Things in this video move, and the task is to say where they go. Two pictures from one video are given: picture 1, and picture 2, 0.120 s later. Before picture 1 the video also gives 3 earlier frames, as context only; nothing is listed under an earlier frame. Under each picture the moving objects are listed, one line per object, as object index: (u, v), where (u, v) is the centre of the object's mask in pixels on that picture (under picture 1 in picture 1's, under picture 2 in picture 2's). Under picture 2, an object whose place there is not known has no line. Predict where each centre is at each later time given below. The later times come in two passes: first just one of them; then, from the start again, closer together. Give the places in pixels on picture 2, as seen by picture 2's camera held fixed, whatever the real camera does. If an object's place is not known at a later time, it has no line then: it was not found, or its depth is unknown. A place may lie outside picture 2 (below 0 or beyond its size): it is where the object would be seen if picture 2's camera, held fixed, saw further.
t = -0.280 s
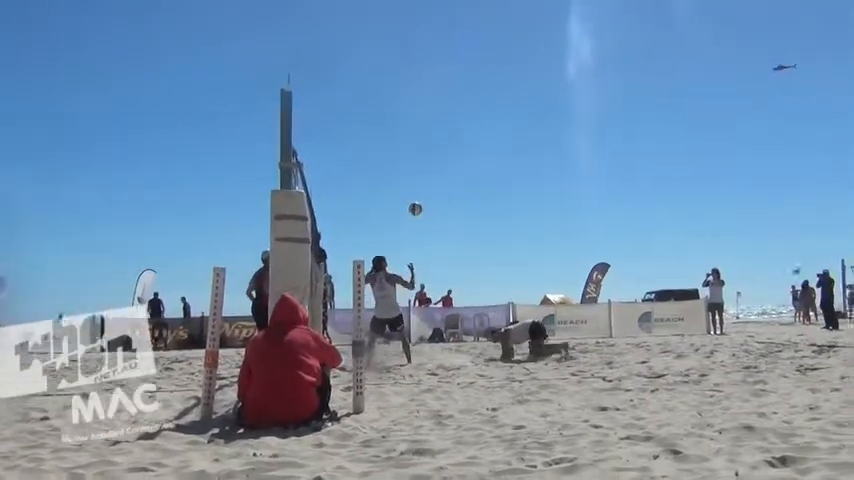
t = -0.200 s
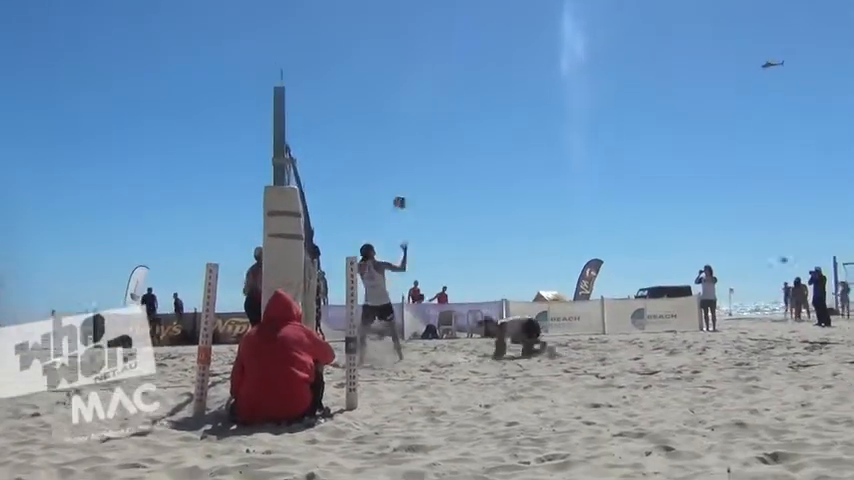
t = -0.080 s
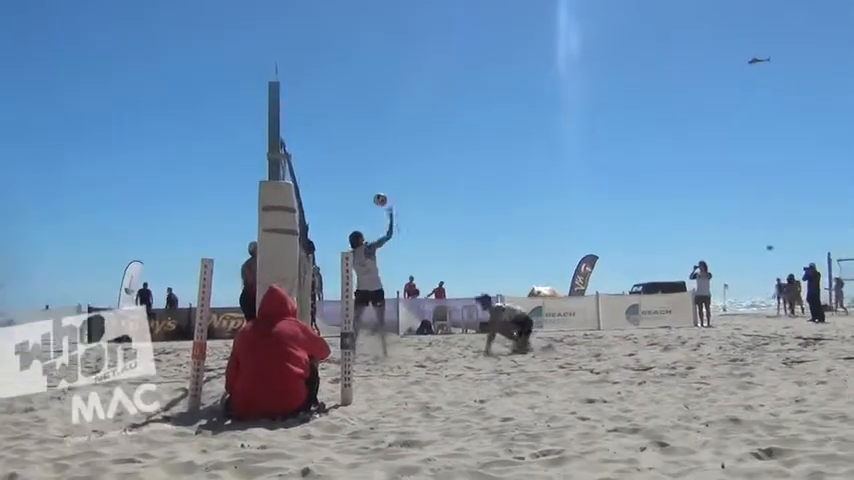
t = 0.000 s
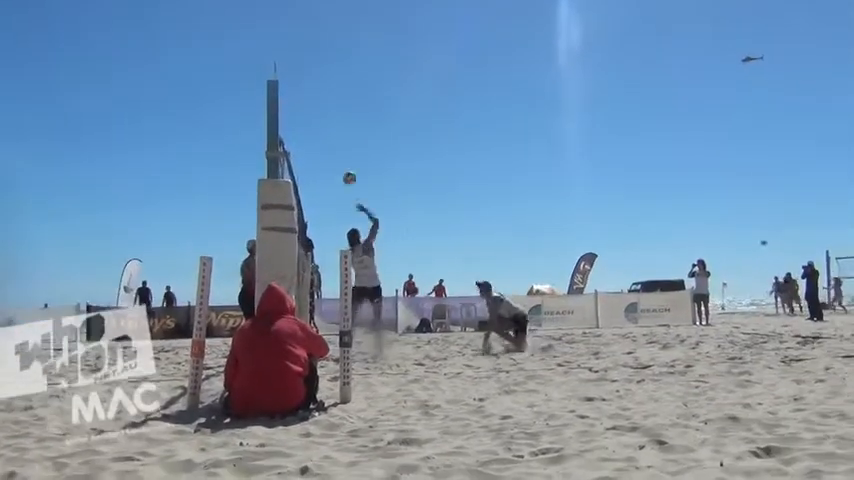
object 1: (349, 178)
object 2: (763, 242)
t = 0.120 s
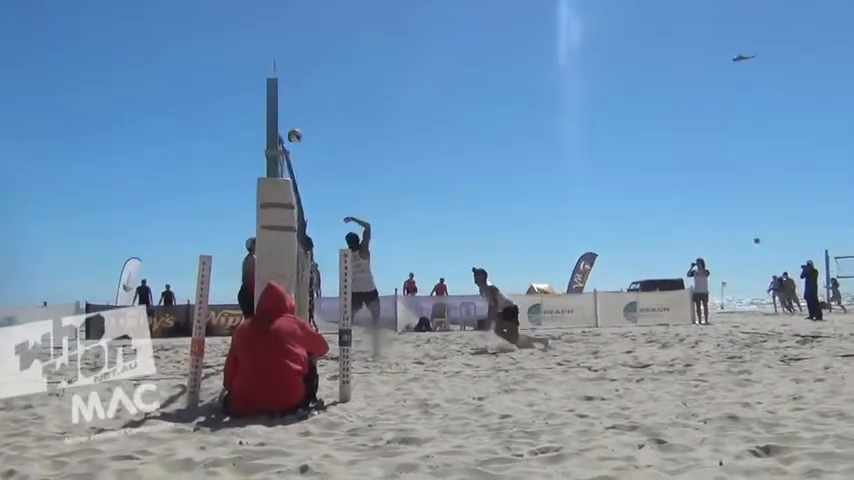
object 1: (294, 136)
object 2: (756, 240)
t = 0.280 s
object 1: (223, 89)
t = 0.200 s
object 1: (259, 111)
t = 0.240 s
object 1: (240, 100)
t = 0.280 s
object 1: (223, 89)
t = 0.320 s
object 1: (205, 79)
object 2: (753, 246)
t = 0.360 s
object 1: (187, 70)
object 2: (753, 247)
